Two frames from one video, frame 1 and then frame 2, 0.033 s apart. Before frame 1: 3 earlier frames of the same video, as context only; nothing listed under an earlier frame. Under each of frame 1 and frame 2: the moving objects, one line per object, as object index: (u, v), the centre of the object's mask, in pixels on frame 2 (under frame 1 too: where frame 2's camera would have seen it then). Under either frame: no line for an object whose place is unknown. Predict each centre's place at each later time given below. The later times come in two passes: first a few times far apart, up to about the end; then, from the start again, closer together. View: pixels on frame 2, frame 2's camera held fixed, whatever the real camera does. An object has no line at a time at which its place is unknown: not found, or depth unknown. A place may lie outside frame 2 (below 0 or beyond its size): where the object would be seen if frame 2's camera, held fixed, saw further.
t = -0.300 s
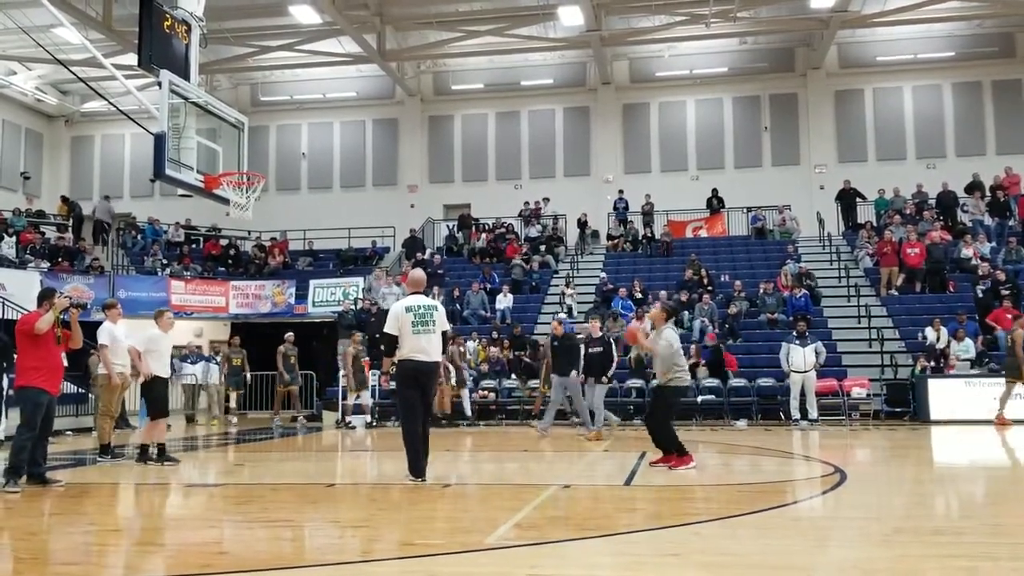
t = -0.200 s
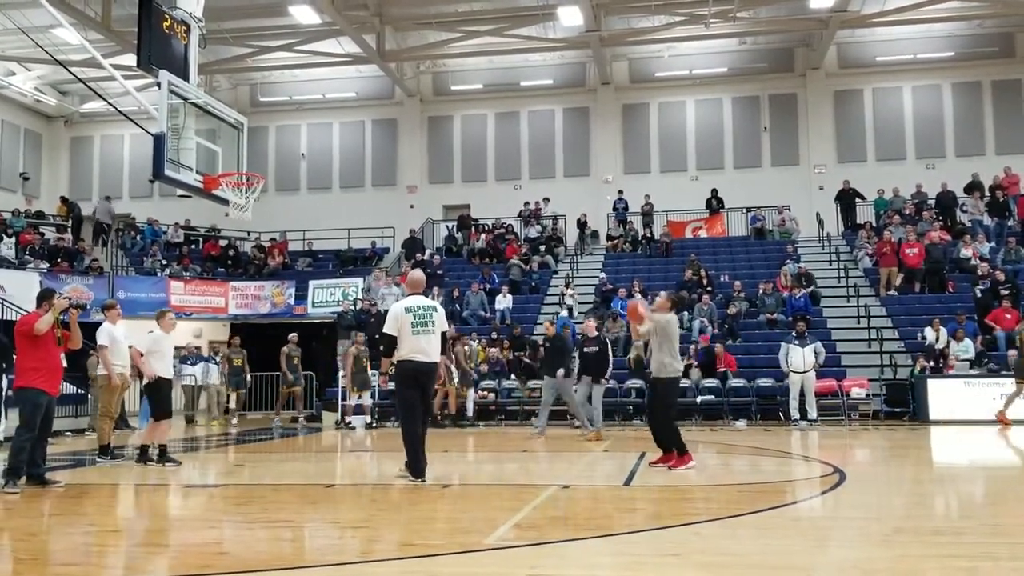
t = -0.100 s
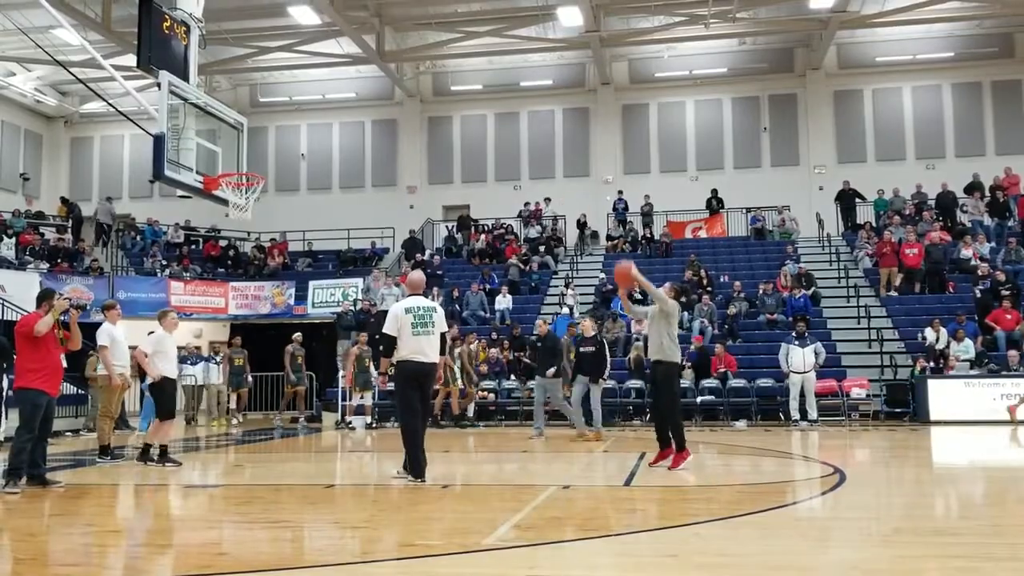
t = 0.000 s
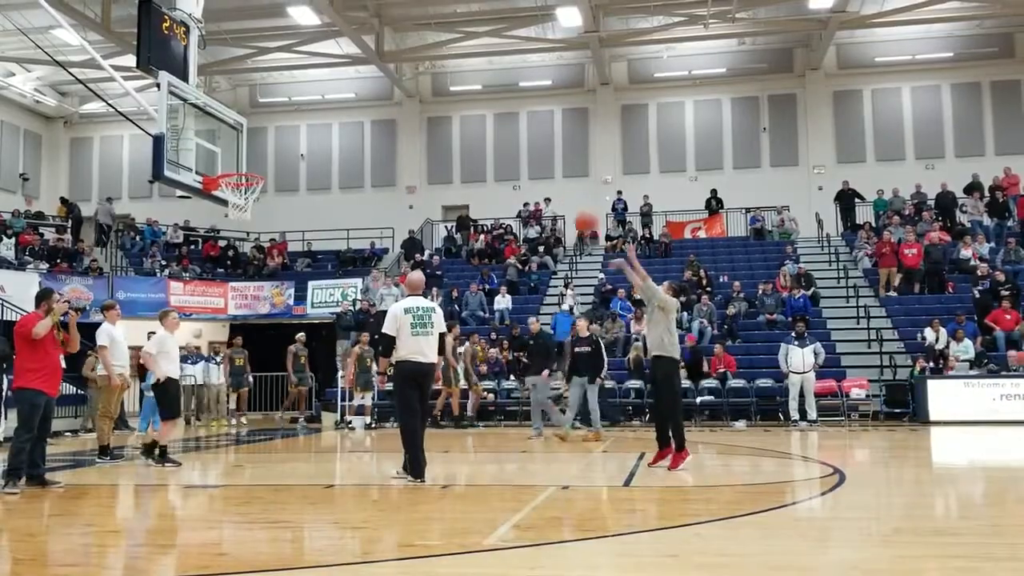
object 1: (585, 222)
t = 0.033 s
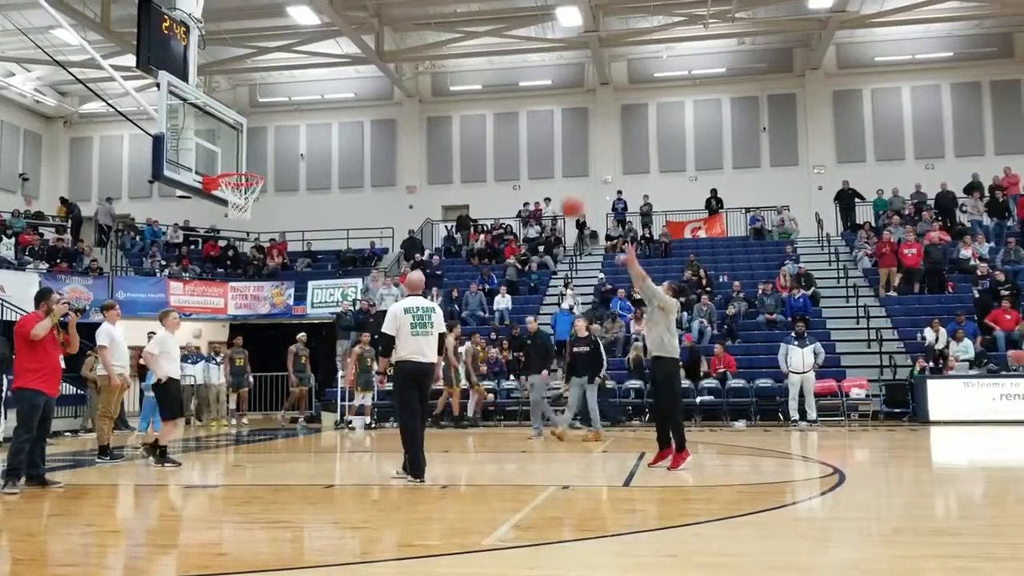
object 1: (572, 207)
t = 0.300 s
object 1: (462, 124)
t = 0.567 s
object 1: (361, 108)
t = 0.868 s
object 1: (255, 163)
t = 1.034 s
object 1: (233, 206)
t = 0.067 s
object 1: (557, 192)
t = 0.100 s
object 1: (543, 179)
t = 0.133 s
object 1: (529, 167)
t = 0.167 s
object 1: (516, 158)
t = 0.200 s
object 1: (502, 147)
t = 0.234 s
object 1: (488, 138)
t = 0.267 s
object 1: (475, 130)
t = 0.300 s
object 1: (462, 124)
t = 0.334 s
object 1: (448, 117)
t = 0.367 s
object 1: (436, 112)
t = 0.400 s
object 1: (424, 110)
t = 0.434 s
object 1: (411, 107)
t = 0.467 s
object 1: (398, 107)
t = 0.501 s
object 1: (386, 105)
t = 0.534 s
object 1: (373, 106)
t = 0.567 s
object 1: (361, 108)
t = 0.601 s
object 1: (348, 111)
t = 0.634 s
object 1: (336, 114)
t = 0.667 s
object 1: (324, 118)
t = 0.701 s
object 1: (313, 123)
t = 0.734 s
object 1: (300, 130)
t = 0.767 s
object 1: (289, 136)
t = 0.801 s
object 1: (277, 144)
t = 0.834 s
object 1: (265, 154)
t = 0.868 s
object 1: (255, 163)
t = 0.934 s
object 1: (241, 183)
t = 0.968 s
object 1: (230, 192)
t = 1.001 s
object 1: (233, 201)
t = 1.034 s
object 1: (233, 206)
